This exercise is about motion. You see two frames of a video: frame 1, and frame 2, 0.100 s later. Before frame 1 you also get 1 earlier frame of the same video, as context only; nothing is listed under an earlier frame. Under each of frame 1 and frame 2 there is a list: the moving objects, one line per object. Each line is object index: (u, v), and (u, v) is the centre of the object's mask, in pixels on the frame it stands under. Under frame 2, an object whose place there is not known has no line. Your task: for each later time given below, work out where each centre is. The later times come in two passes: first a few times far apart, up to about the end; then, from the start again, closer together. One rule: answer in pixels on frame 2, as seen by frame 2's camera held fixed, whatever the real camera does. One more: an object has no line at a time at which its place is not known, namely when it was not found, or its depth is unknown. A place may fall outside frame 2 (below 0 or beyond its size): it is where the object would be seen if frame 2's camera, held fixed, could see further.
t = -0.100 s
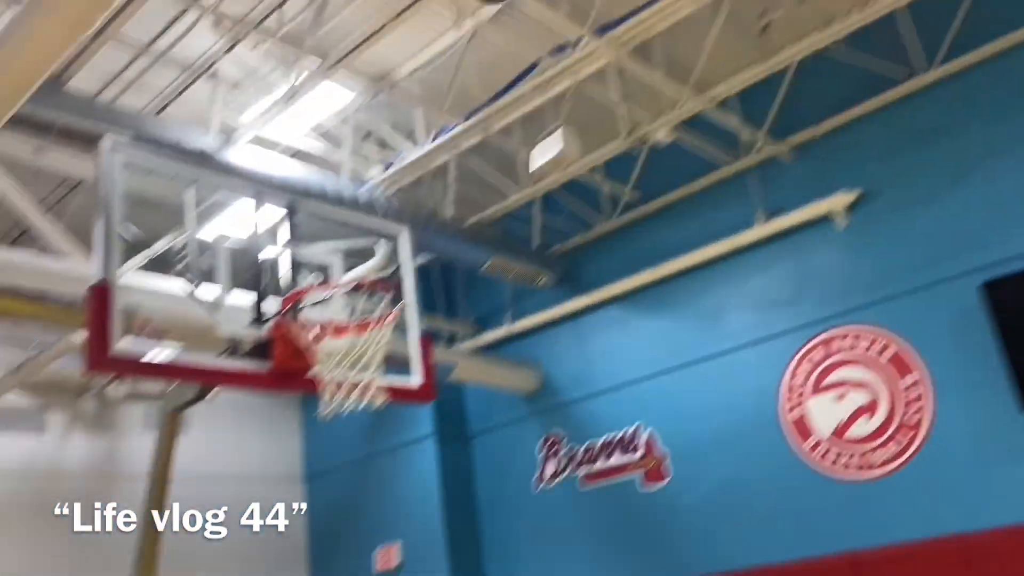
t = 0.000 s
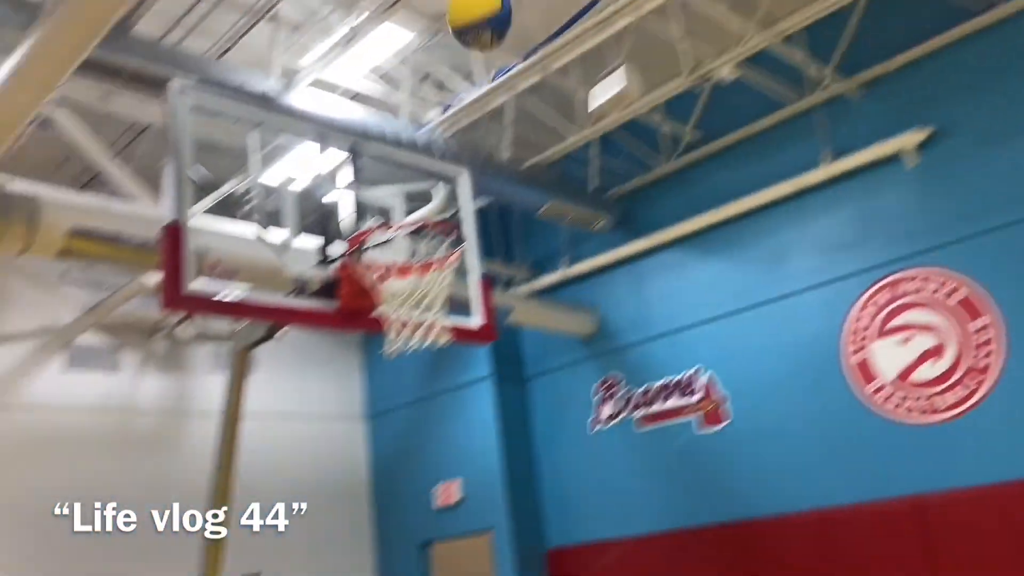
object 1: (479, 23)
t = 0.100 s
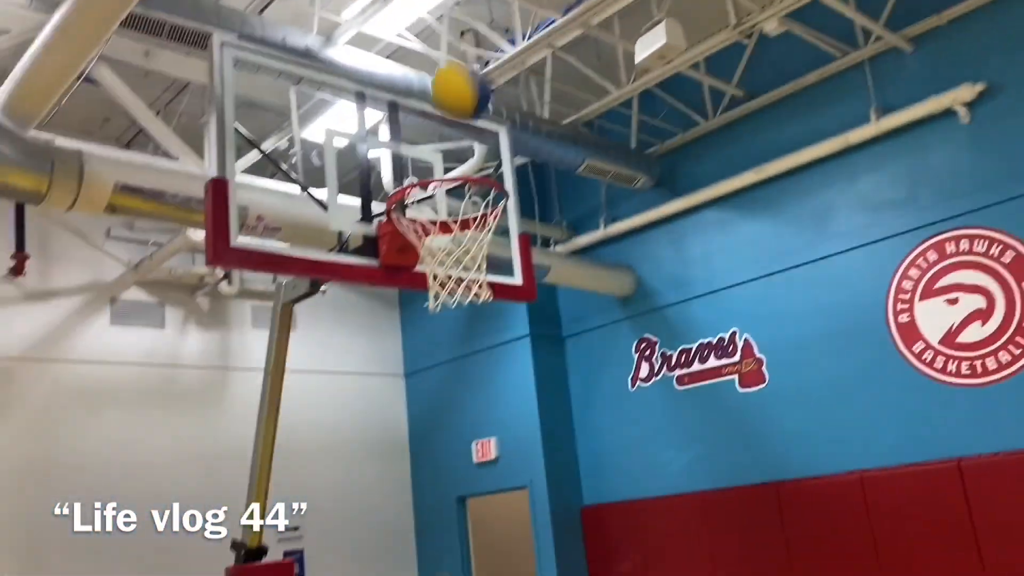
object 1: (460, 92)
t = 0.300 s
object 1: (503, 239)
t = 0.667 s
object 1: (481, 322)
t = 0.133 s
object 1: (442, 134)
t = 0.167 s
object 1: (418, 174)
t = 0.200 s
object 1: (418, 211)
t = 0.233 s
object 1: (456, 223)
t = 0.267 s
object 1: (486, 237)
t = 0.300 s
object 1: (503, 239)
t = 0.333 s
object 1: (508, 240)
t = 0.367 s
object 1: (506, 253)
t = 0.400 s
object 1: (510, 240)
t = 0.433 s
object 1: (506, 241)
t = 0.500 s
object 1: (501, 256)
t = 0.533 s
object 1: (496, 267)
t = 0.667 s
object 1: (481, 322)
